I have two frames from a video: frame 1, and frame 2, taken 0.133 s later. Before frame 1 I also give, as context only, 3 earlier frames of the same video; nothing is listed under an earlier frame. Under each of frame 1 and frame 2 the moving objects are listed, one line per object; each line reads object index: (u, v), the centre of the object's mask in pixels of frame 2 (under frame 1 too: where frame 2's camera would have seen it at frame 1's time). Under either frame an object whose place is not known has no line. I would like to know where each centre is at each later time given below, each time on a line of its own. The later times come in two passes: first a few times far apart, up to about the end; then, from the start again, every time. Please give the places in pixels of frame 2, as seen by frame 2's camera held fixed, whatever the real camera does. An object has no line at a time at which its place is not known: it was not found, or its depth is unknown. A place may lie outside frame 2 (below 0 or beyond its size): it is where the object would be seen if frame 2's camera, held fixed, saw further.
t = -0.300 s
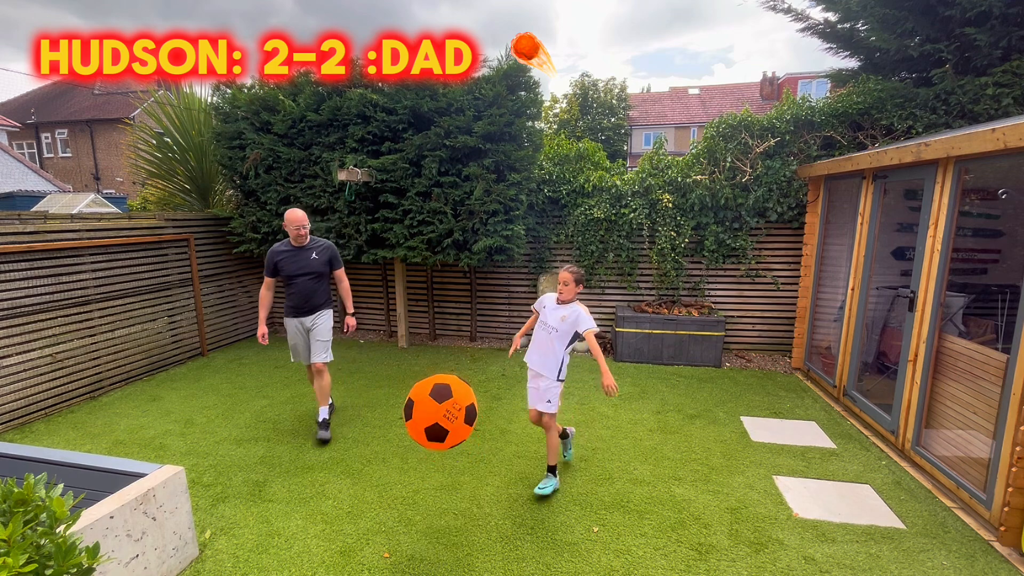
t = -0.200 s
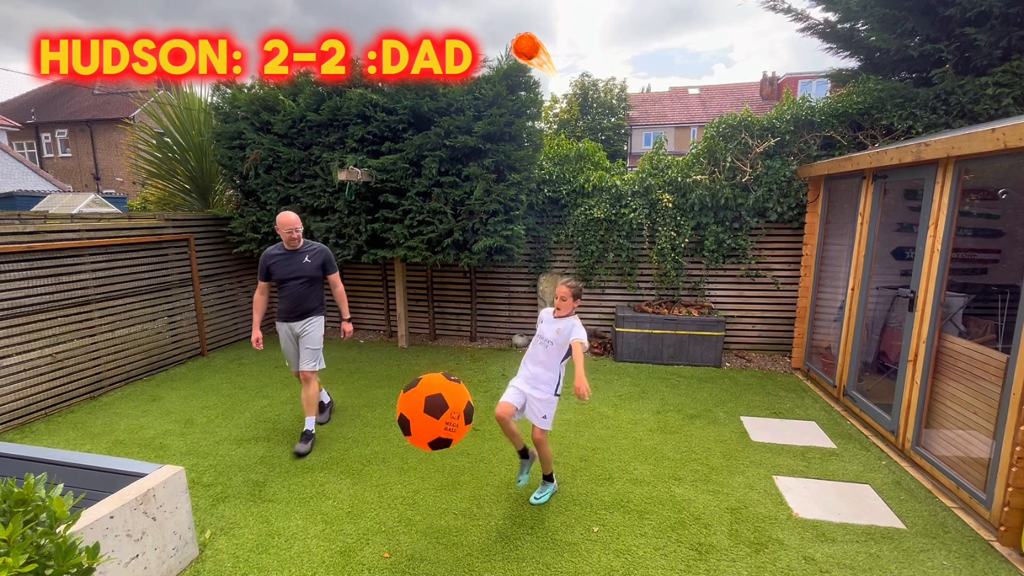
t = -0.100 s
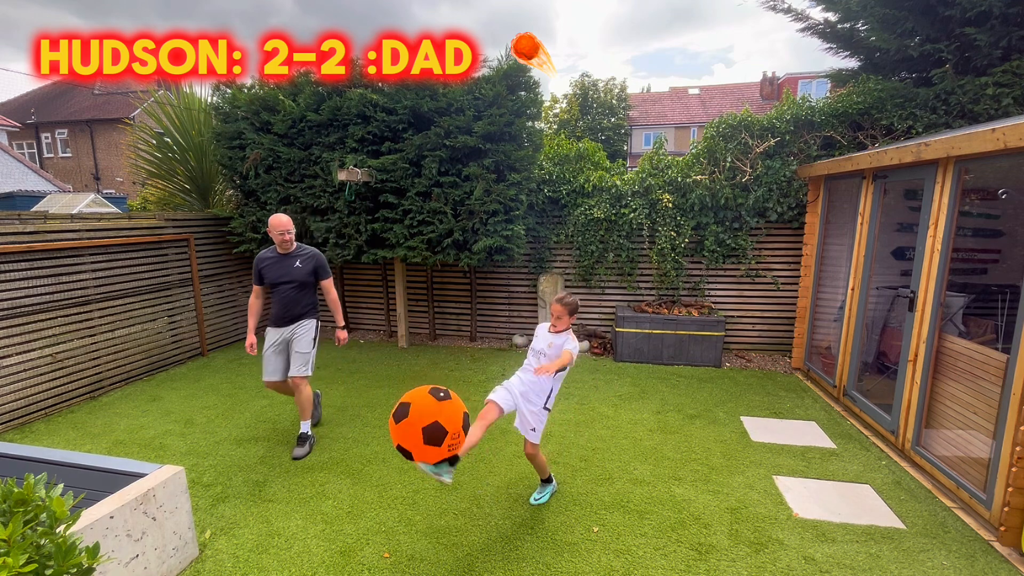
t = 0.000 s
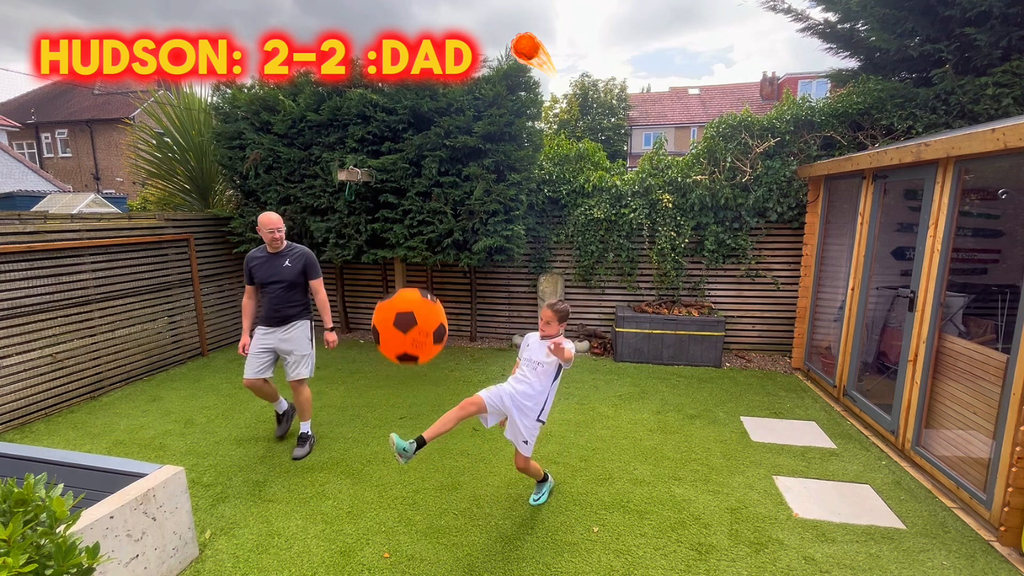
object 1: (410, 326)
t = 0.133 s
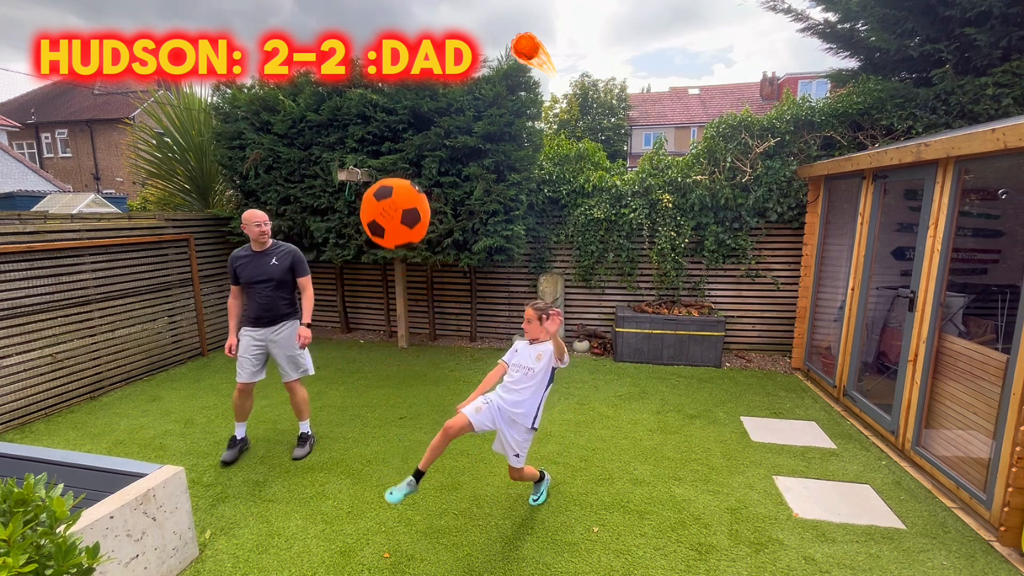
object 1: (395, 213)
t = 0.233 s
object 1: (389, 161)
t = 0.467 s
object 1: (387, 121)
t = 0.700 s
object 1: (390, 149)
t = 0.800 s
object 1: (392, 175)
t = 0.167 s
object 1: (393, 193)
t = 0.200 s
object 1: (391, 176)
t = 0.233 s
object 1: (389, 161)
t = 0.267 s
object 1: (388, 149)
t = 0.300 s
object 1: (387, 139)
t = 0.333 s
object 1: (387, 132)
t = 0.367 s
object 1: (387, 126)
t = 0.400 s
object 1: (386, 123)
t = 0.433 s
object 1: (386, 121)
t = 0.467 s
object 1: (387, 121)
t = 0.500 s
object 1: (387, 122)
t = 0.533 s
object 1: (387, 123)
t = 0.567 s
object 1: (388, 126)
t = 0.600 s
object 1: (388, 130)
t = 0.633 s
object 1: (389, 135)
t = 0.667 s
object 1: (389, 141)
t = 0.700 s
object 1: (390, 149)
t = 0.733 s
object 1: (390, 156)
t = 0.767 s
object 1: (391, 165)
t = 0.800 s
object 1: (392, 175)
